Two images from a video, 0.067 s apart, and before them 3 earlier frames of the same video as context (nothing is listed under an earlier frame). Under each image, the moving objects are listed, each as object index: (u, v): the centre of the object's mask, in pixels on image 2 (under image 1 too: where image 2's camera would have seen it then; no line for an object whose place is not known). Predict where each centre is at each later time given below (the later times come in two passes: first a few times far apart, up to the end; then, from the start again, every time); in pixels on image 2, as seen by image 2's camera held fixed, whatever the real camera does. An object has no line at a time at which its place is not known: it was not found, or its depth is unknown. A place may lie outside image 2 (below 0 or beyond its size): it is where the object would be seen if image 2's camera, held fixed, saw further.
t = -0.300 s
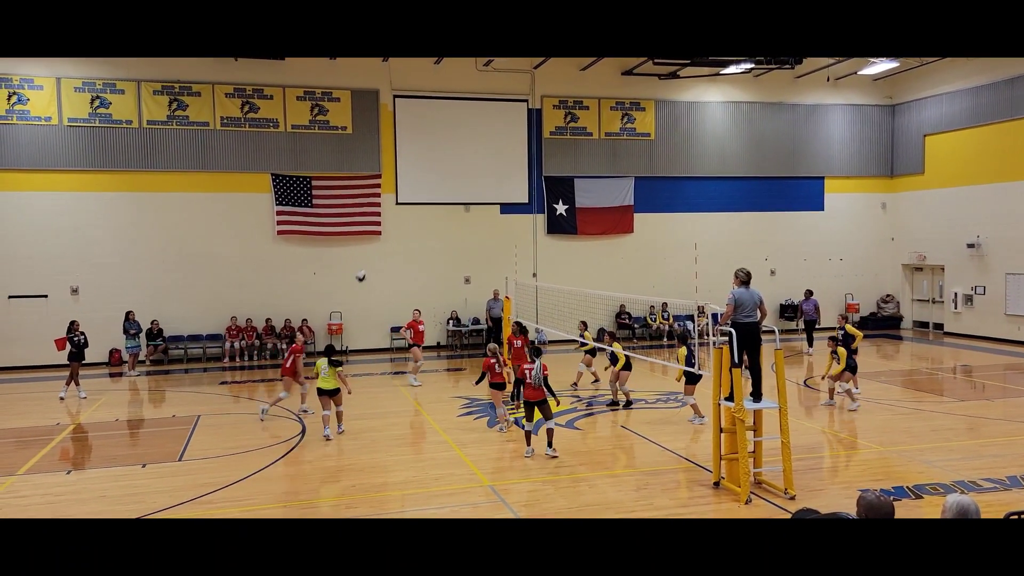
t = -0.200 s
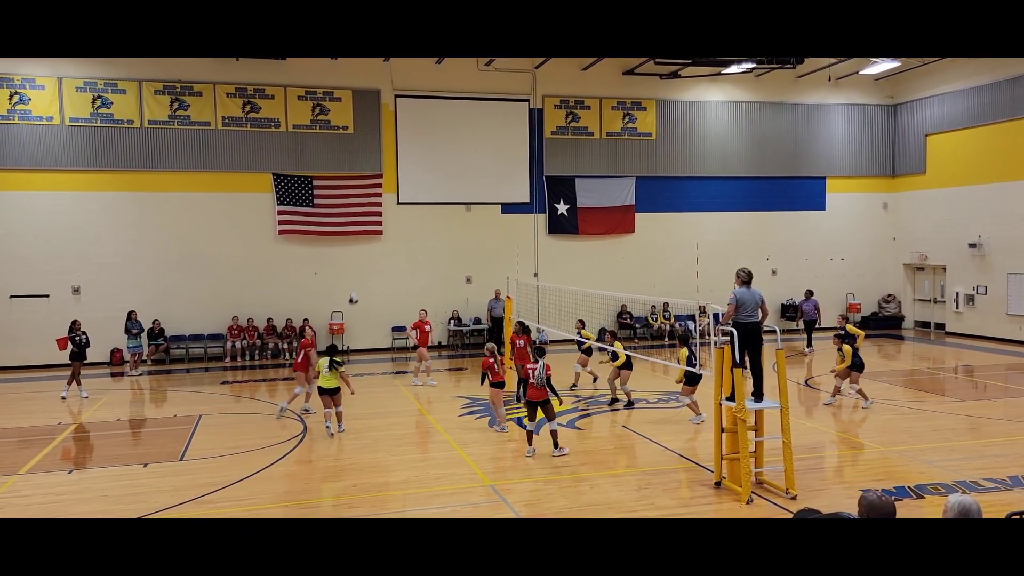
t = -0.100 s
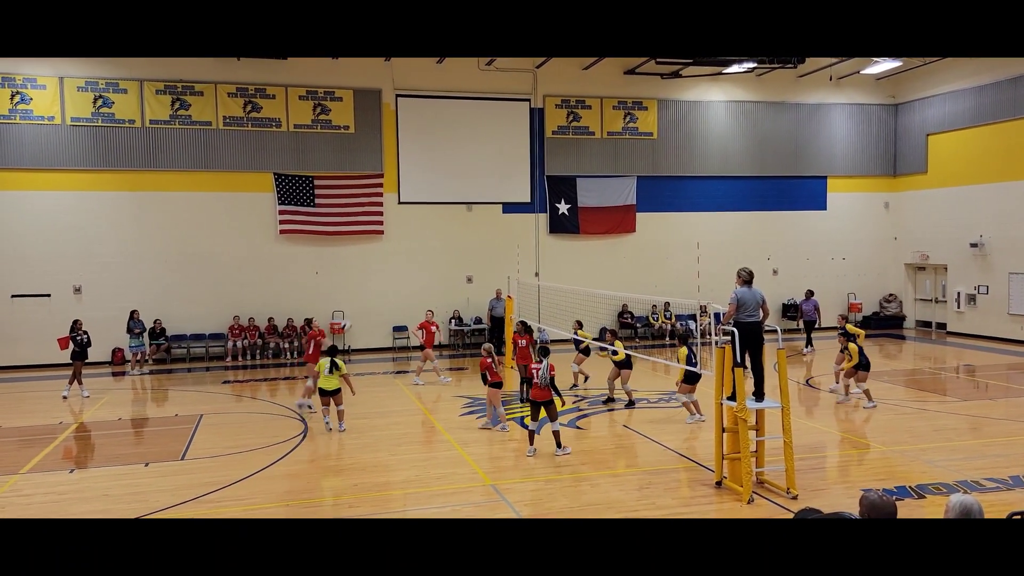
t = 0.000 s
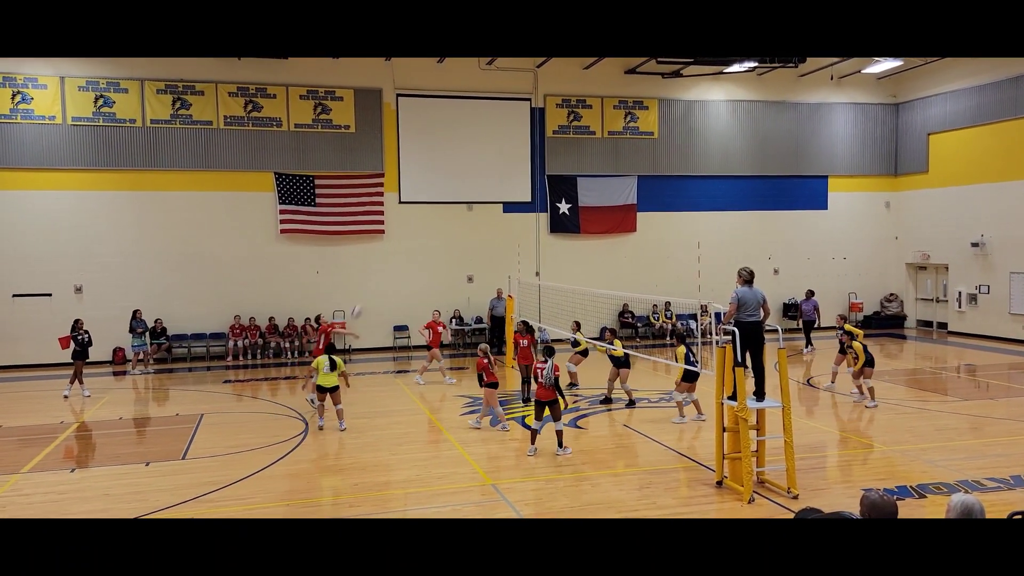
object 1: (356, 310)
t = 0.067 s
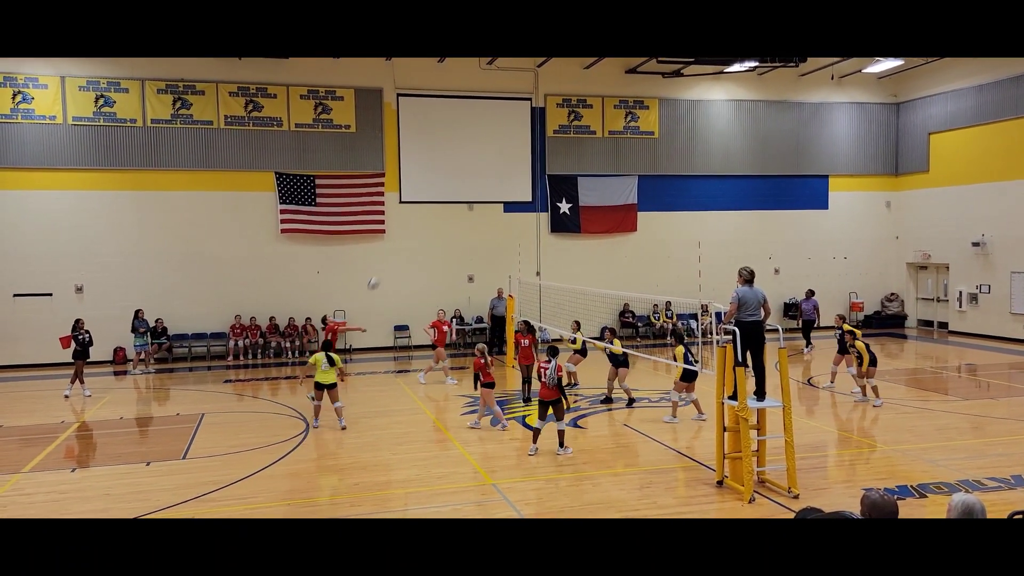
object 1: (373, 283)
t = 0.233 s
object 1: (413, 224)
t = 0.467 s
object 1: (470, 169)
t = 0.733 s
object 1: (532, 145)
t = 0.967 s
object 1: (585, 155)
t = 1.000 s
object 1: (593, 159)
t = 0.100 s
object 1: (381, 270)
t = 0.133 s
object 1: (389, 257)
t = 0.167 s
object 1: (397, 246)
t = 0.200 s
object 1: (405, 235)
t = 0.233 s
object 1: (413, 224)
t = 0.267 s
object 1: (421, 214)
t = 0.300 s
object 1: (429, 206)
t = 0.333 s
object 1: (436, 196)
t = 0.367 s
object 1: (445, 189)
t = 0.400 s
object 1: (453, 182)
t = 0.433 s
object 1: (462, 175)
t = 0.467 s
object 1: (470, 169)
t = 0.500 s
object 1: (478, 164)
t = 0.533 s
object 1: (485, 159)
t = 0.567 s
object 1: (493, 155)
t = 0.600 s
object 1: (501, 152)
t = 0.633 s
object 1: (509, 150)
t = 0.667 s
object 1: (517, 148)
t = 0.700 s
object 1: (524, 146)
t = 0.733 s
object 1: (532, 145)
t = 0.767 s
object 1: (539, 145)
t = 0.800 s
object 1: (547, 146)
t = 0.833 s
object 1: (555, 146)
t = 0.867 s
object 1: (563, 147)
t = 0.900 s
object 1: (571, 149)
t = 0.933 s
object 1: (578, 152)
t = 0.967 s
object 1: (585, 155)
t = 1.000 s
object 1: (593, 159)
